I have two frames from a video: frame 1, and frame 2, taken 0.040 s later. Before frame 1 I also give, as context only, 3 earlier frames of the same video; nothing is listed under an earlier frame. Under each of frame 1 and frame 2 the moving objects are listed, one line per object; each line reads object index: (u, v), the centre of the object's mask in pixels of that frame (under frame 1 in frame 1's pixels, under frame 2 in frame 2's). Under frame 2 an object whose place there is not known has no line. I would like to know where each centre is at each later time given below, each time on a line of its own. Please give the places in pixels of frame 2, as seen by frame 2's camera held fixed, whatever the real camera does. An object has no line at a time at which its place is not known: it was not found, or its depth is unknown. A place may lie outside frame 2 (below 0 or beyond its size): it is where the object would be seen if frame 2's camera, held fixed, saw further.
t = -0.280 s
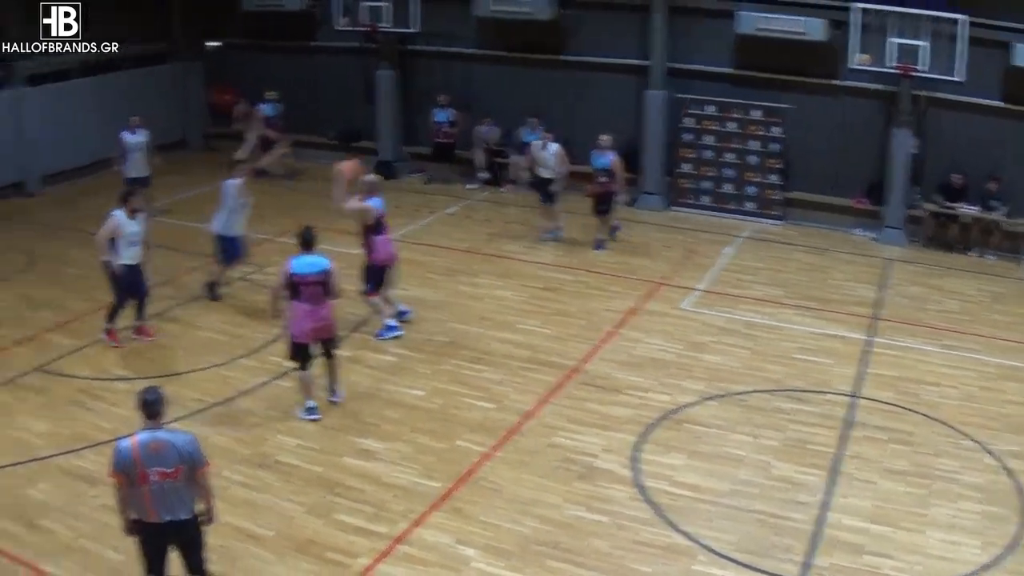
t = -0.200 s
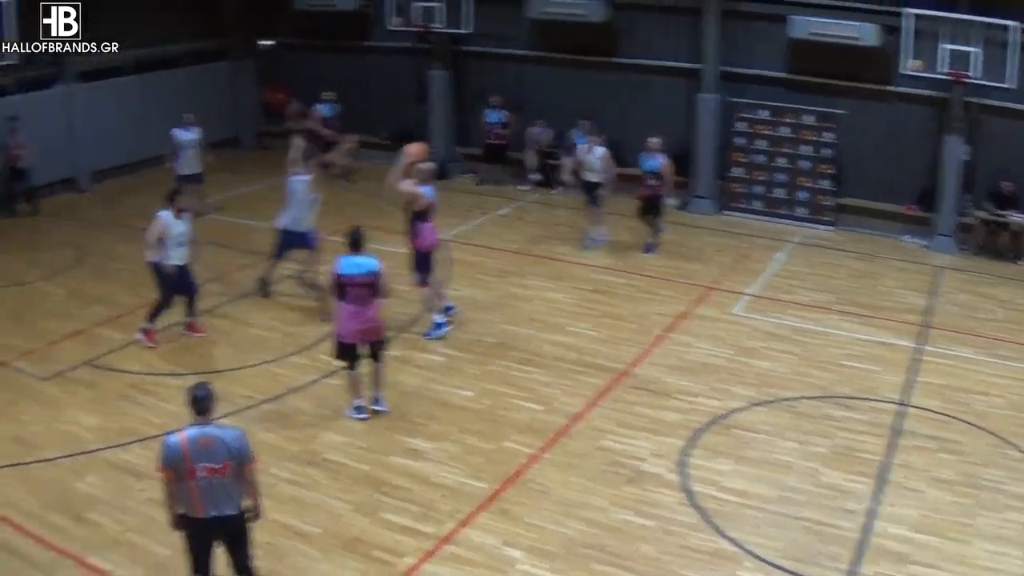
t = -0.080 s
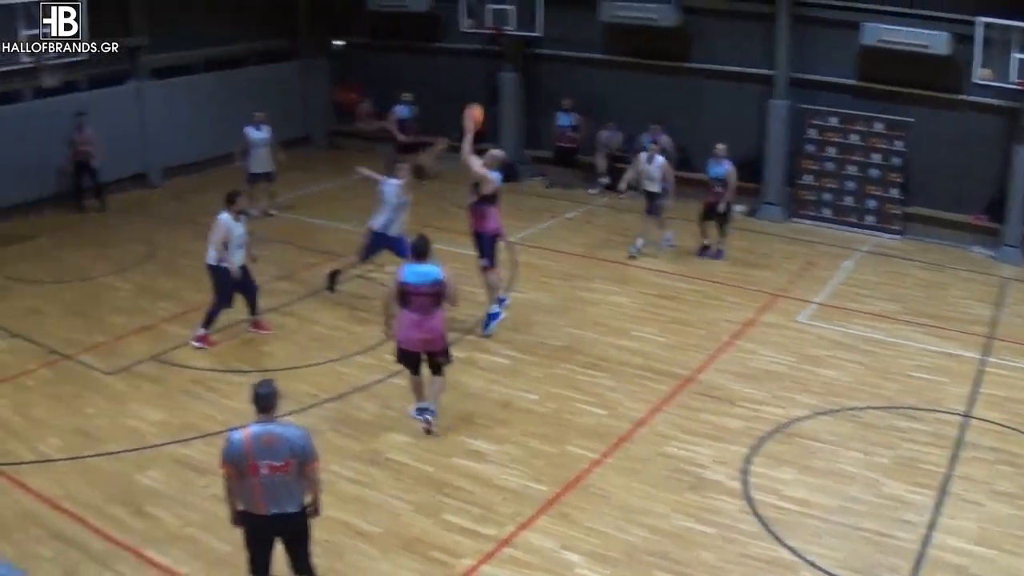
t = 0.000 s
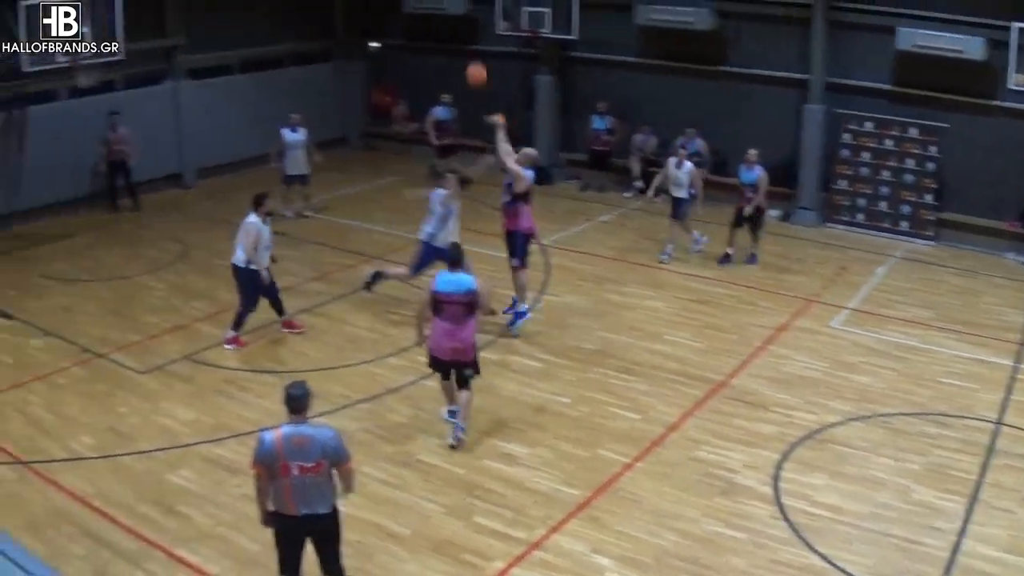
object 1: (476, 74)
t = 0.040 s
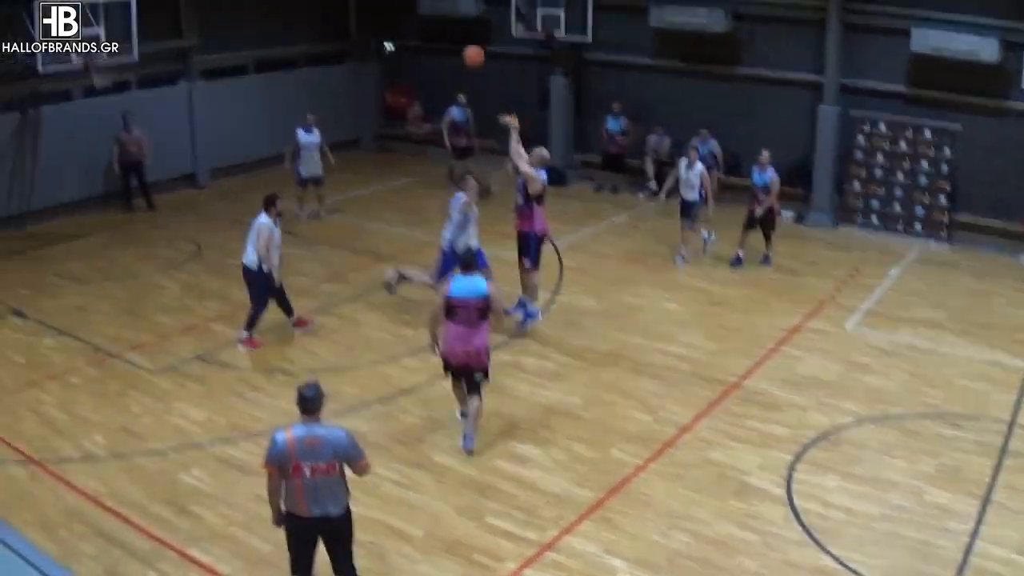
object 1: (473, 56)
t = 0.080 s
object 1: (461, 40)
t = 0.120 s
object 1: (448, 27)
